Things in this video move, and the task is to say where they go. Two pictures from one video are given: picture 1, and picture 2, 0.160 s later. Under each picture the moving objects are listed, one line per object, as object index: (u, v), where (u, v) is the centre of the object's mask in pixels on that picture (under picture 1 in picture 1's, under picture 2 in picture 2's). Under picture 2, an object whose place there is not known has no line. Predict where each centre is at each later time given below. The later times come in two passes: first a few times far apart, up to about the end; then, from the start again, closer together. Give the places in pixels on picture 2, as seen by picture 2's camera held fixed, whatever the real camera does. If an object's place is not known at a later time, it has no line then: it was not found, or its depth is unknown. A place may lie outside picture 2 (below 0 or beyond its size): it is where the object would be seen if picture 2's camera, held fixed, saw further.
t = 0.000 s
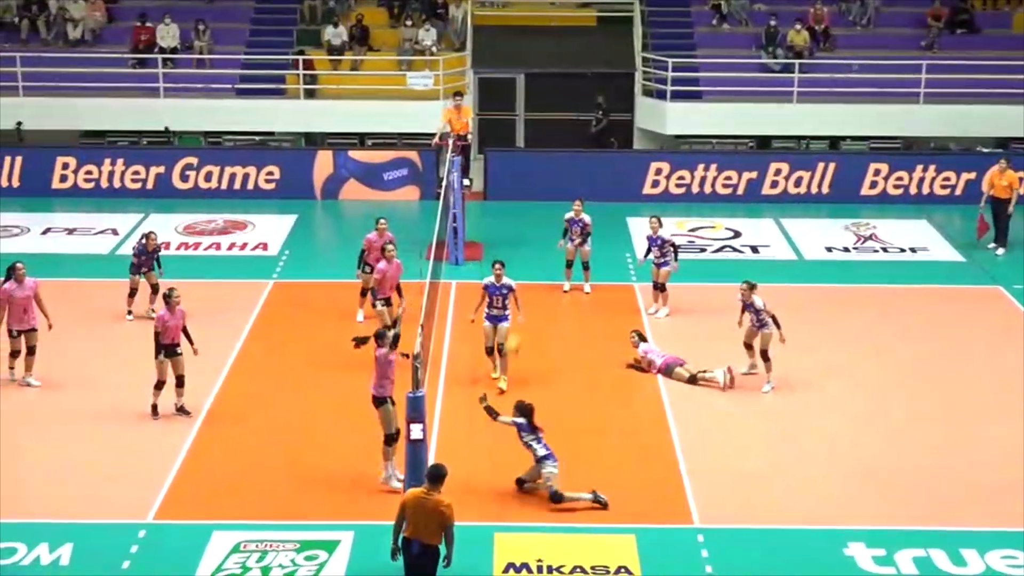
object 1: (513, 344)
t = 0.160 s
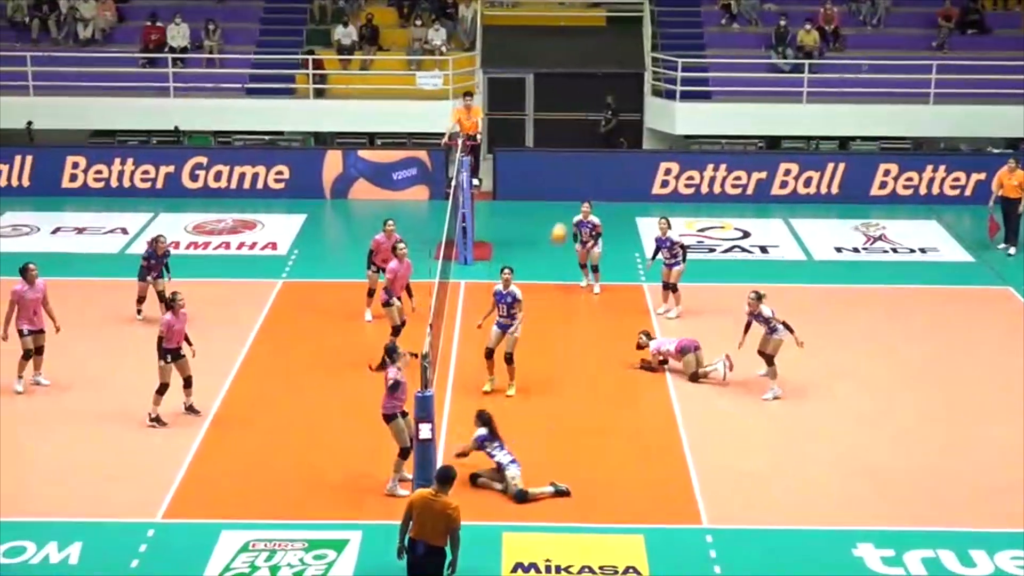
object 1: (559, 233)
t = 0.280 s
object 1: (584, 177)
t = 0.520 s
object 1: (637, 96)
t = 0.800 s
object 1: (688, 75)
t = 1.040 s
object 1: (722, 99)
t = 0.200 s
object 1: (567, 213)
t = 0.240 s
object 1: (576, 194)
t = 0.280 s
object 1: (584, 177)
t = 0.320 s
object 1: (593, 160)
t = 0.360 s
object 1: (601, 145)
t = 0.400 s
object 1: (609, 133)
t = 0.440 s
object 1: (621, 115)
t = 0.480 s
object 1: (625, 109)
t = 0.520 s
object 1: (637, 96)
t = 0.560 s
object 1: (639, 93)
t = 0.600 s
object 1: (652, 84)
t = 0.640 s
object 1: (659, 78)
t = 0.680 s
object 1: (667, 76)
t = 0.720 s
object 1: (673, 74)
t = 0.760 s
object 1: (682, 74)
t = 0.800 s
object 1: (688, 75)
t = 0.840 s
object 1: (695, 76)
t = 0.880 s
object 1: (701, 79)
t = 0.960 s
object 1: (711, 87)
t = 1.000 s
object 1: (714, 90)
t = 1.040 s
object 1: (722, 99)
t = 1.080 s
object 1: (726, 103)
